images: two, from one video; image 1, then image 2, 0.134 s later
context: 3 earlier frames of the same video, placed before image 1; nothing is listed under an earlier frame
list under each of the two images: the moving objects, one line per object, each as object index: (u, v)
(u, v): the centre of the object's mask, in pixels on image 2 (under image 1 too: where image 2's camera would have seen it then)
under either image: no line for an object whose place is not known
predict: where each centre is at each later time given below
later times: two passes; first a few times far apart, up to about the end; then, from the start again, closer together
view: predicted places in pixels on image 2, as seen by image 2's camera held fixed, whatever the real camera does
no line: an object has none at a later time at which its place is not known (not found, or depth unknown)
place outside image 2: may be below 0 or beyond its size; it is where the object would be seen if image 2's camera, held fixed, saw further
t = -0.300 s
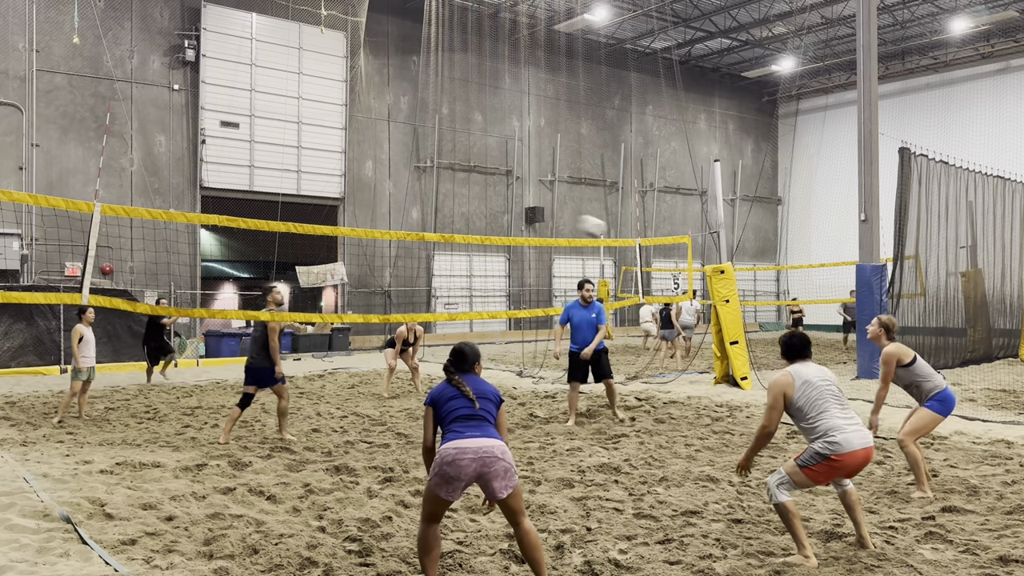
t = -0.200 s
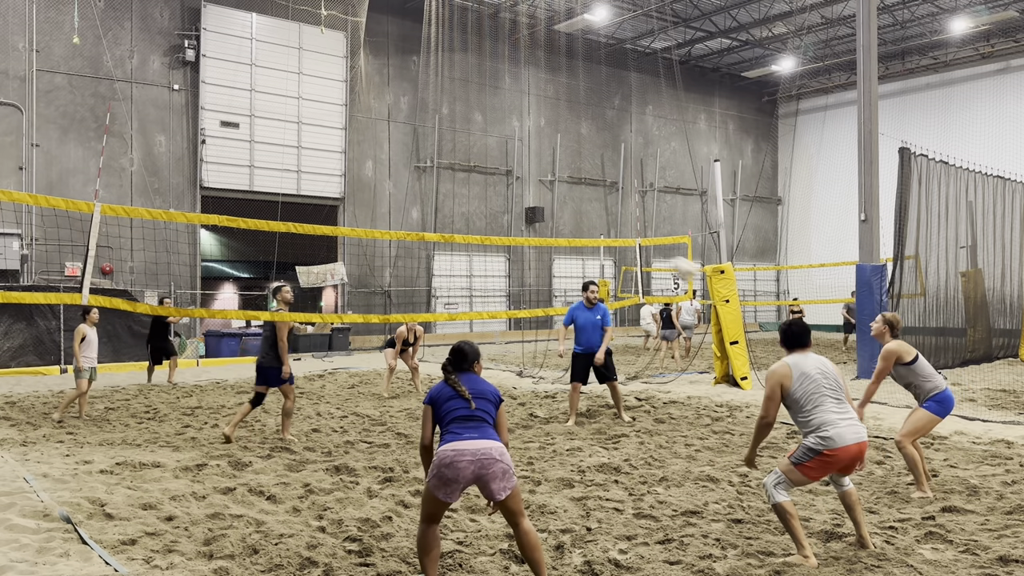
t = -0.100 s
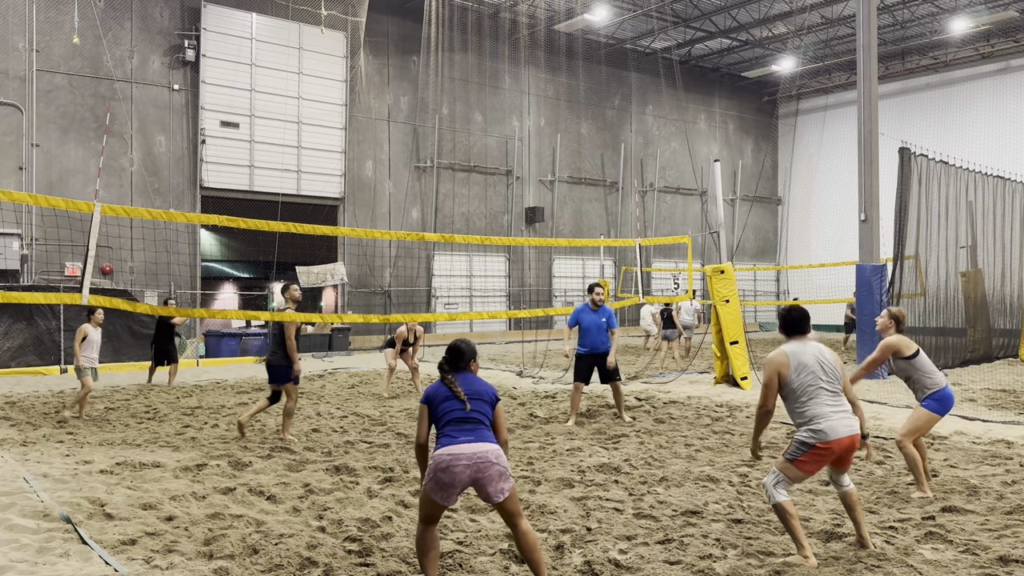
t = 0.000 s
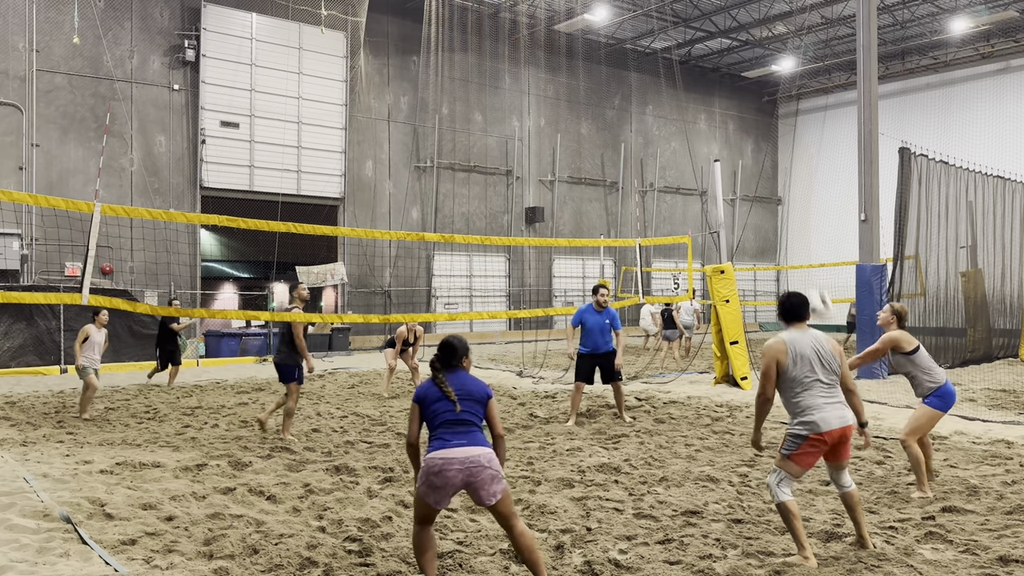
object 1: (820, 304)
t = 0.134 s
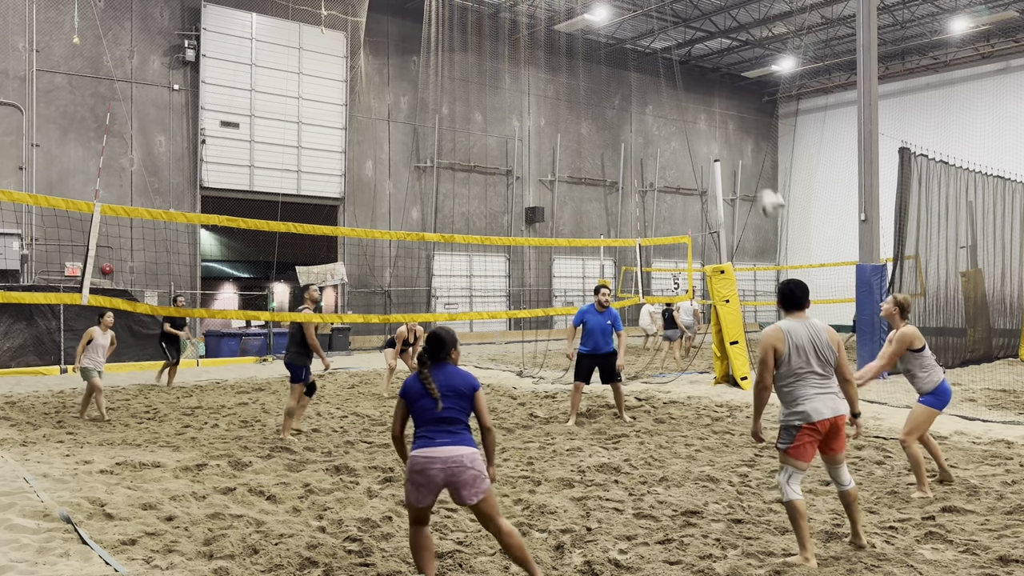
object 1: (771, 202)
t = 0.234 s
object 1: (741, 144)
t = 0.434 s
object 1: (684, 73)
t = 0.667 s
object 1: (630, 44)
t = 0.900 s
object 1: (584, 66)
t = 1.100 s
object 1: (548, 117)
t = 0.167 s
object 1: (761, 182)
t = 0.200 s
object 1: (749, 163)
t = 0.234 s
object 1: (741, 144)
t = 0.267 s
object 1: (730, 130)
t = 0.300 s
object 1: (720, 115)
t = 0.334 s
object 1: (711, 102)
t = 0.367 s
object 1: (702, 91)
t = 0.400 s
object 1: (693, 81)
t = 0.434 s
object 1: (684, 73)
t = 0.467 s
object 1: (676, 65)
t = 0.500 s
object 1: (668, 58)
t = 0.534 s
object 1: (660, 53)
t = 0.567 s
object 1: (653, 49)
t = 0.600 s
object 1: (645, 46)
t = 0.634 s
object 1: (637, 44)
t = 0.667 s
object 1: (630, 44)
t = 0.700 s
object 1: (623, 44)
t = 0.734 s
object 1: (617, 45)
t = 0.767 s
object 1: (609, 48)
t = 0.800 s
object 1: (603, 51)
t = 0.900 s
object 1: (584, 66)
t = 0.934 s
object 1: (577, 72)
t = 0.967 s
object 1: (572, 79)
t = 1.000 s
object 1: (566, 87)
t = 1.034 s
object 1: (560, 97)
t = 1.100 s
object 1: (548, 117)
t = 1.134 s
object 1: (543, 129)
